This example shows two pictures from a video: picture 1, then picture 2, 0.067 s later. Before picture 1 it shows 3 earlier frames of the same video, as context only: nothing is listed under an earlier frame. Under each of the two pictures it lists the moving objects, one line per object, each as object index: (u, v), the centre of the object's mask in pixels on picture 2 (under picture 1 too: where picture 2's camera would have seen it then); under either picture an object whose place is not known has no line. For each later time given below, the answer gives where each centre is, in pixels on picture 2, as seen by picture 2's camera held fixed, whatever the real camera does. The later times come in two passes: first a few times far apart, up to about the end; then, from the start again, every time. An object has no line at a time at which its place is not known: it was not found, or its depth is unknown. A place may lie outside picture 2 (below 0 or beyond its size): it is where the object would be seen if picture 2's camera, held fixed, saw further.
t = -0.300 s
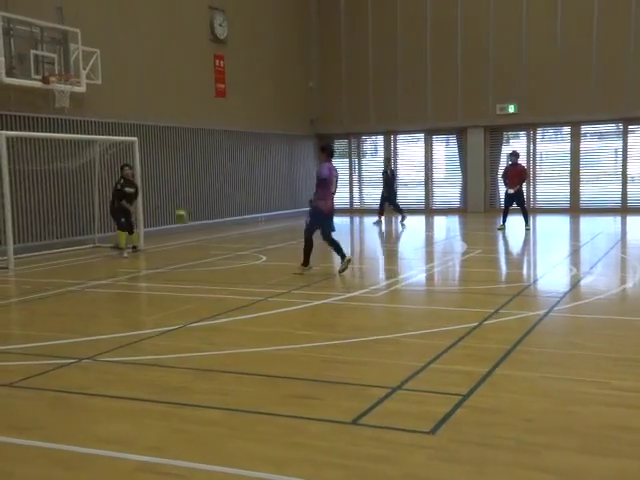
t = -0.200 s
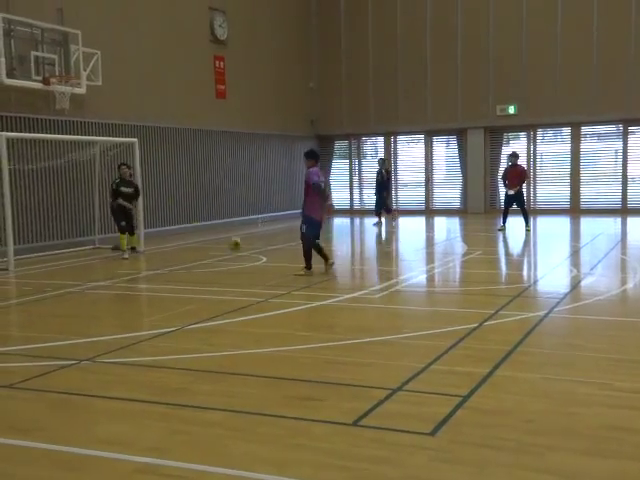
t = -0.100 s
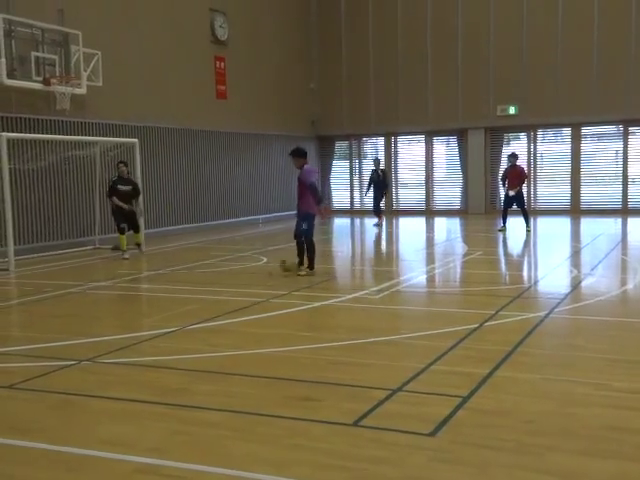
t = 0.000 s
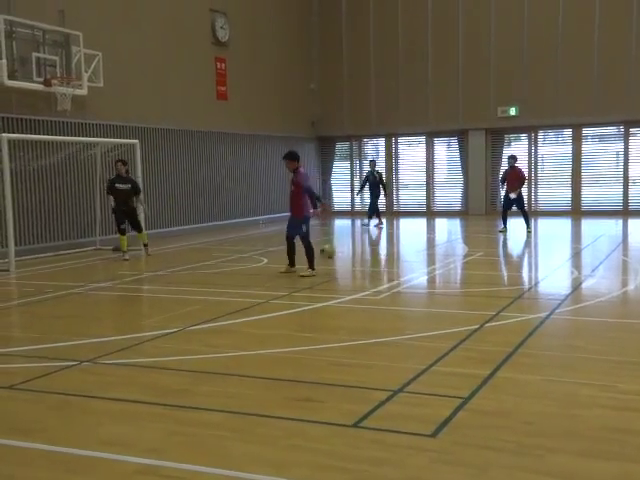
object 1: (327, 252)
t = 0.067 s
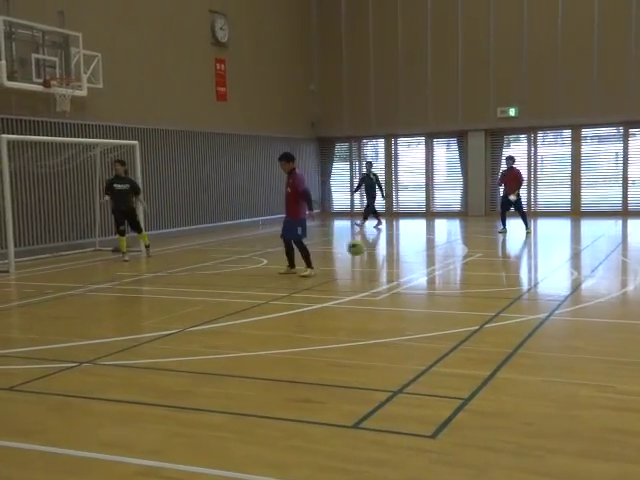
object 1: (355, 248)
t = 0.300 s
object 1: (462, 257)
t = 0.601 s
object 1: (613, 278)
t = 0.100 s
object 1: (369, 245)
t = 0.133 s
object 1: (383, 247)
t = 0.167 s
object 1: (399, 246)
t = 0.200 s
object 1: (414, 247)
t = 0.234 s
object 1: (429, 249)
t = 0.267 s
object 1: (446, 253)
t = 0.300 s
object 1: (462, 257)
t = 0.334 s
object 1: (478, 263)
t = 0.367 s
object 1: (494, 270)
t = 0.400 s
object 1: (513, 277)
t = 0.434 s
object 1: (530, 283)
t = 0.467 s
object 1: (545, 281)
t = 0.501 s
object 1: (562, 278)
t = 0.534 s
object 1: (578, 278)
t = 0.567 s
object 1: (595, 277)
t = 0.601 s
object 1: (613, 278)
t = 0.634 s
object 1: (630, 280)
